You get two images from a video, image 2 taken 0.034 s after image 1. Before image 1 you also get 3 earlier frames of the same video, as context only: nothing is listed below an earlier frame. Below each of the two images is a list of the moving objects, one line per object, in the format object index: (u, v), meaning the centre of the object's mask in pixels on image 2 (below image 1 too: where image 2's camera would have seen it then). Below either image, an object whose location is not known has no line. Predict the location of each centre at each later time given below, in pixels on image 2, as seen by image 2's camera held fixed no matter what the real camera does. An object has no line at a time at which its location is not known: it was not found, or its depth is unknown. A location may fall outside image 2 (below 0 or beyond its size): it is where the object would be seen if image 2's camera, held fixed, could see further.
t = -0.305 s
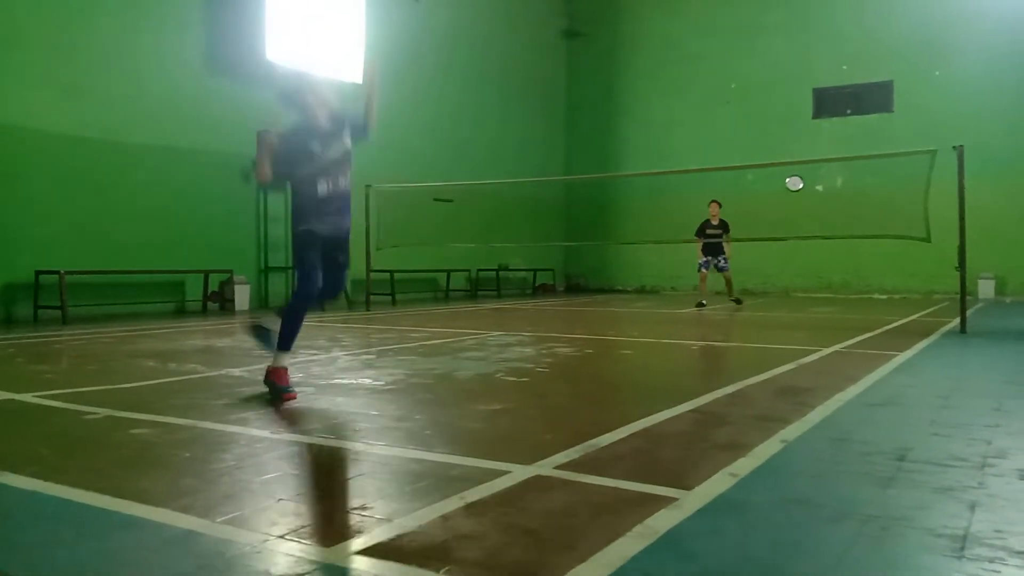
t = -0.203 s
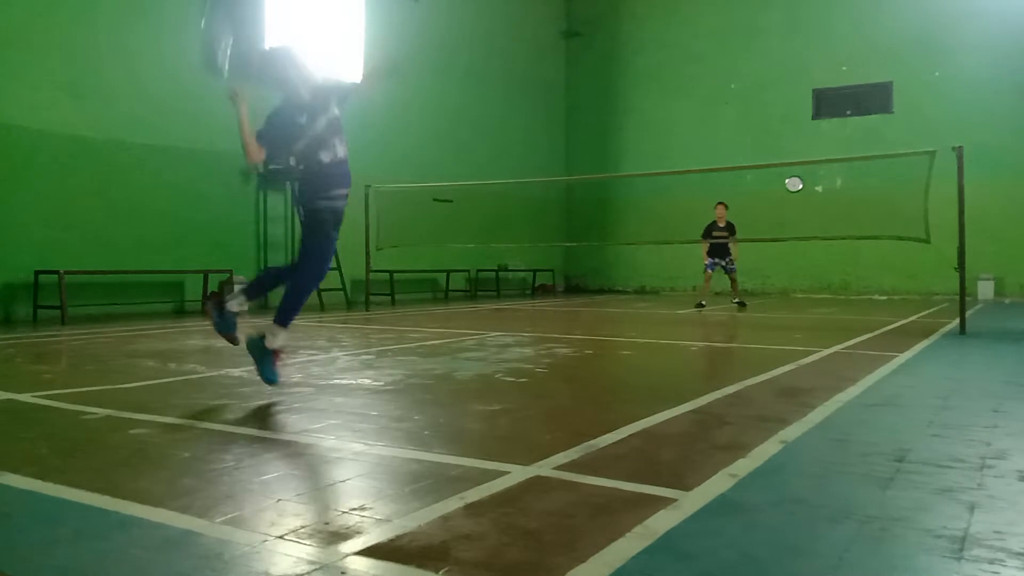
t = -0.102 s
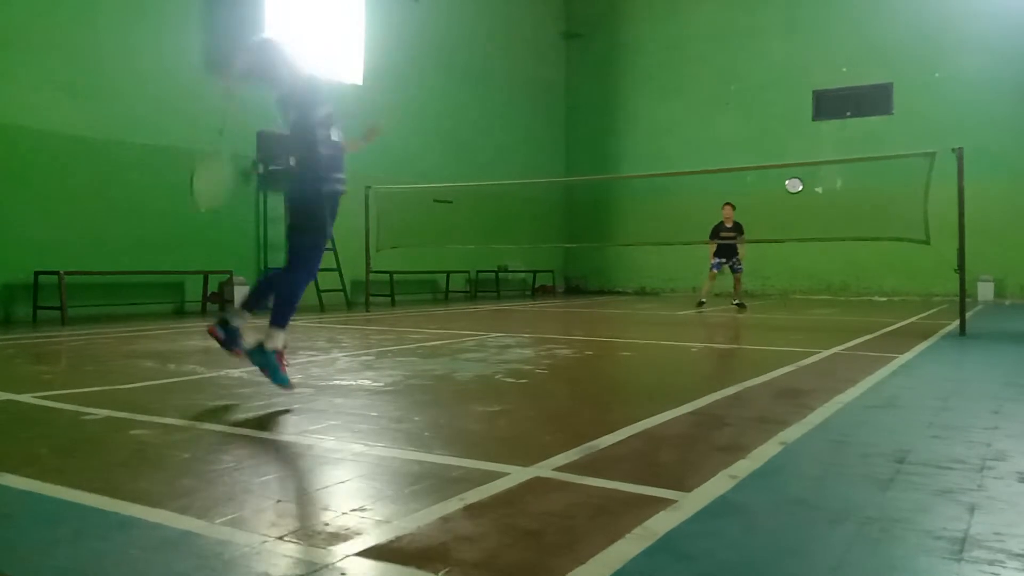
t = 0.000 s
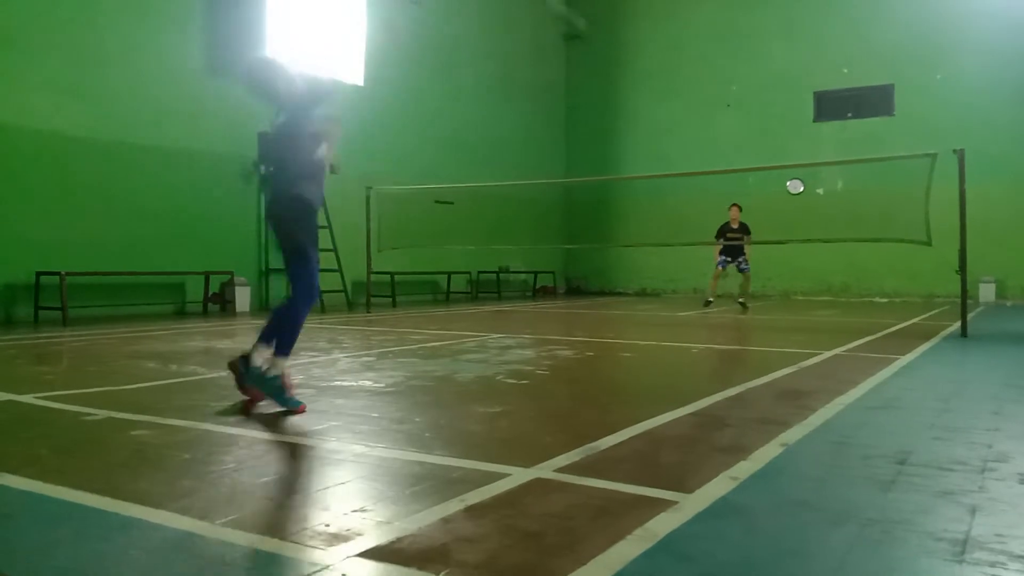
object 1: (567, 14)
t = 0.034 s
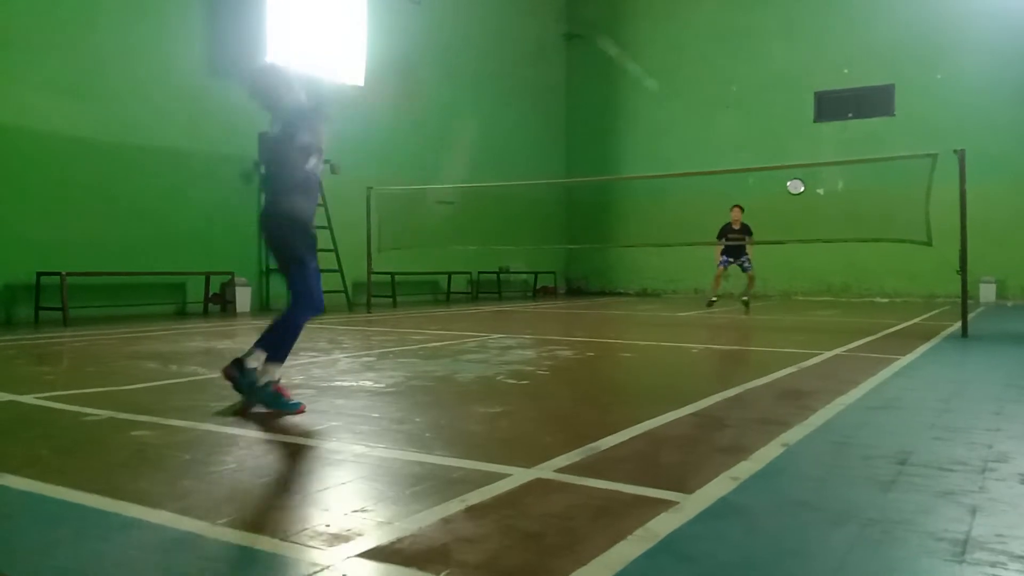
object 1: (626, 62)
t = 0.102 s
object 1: (714, 136)
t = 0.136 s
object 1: (734, 155)
